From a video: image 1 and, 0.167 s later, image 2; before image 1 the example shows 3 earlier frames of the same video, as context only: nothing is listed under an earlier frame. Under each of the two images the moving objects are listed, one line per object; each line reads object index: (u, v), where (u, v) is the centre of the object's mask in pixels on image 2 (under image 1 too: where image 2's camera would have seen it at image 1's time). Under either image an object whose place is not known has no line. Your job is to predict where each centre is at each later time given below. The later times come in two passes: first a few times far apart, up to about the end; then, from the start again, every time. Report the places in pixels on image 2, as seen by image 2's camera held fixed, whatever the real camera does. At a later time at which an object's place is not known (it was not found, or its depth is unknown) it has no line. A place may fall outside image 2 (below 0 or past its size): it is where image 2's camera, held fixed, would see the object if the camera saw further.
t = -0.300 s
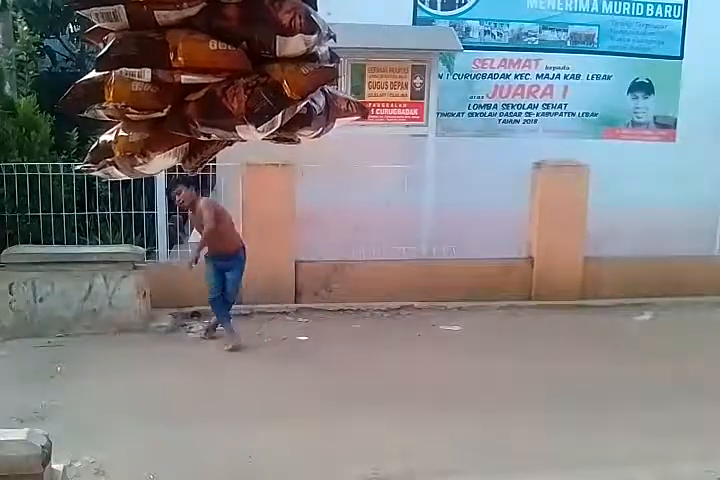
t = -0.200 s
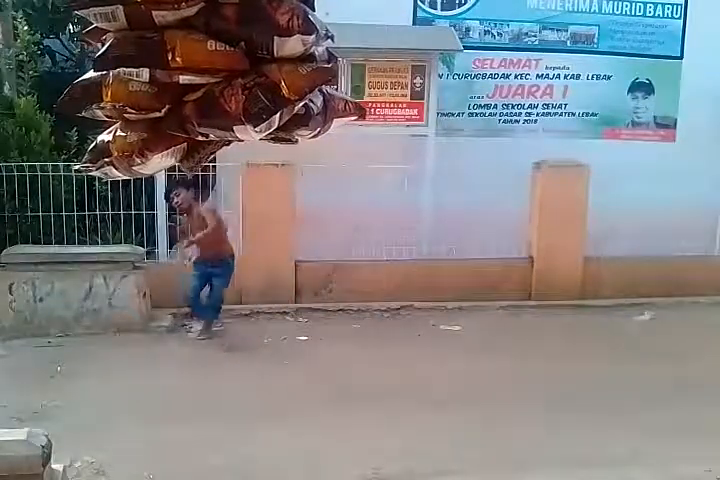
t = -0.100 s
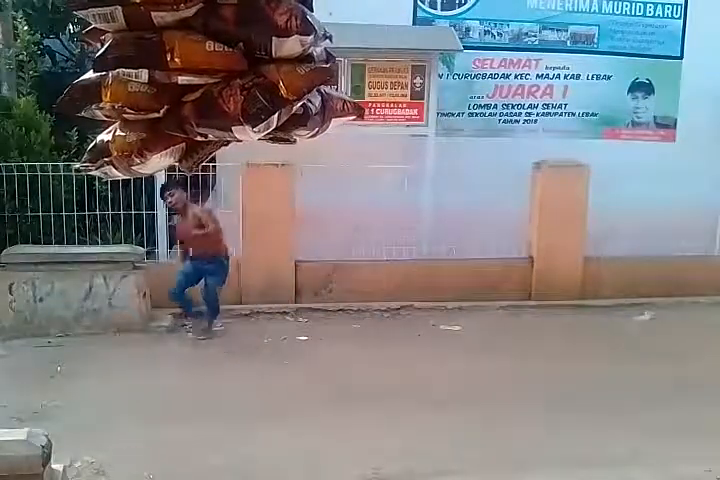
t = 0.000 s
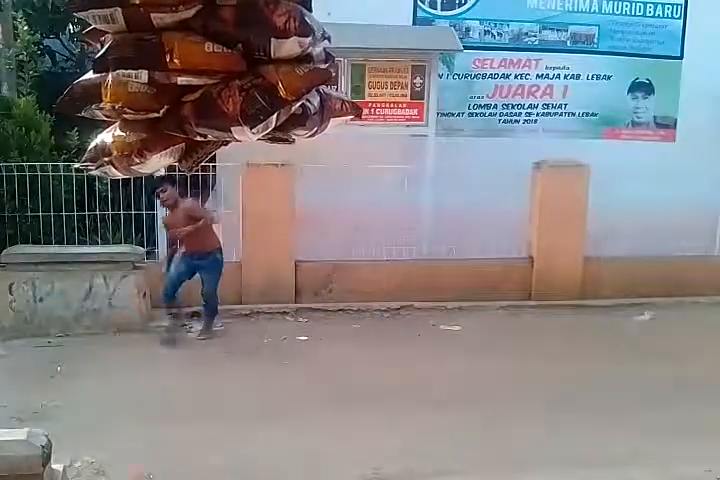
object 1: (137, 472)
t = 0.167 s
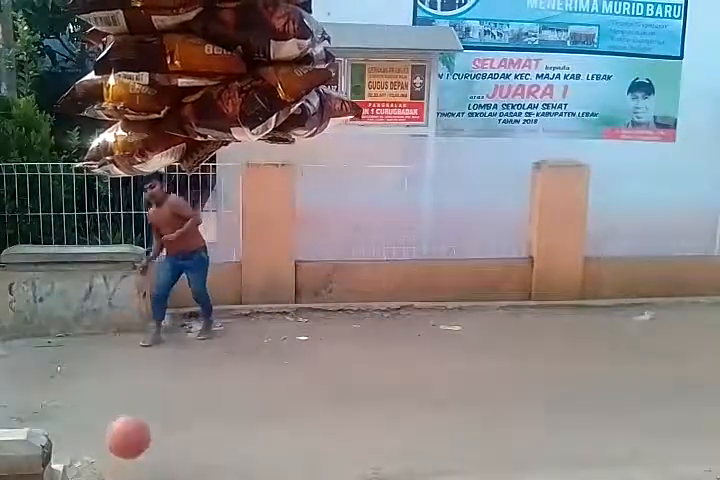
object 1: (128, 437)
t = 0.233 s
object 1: (127, 430)
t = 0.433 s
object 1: (126, 422)
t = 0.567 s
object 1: (125, 411)
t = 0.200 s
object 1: (127, 432)
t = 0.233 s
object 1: (127, 430)
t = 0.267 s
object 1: (127, 429)
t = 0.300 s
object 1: (127, 430)
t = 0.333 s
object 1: (127, 433)
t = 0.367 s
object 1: (127, 437)
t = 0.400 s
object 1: (127, 429)
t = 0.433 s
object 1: (126, 422)
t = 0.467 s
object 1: (125, 418)
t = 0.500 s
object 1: (125, 413)
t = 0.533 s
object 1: (125, 411)
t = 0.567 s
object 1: (125, 411)
